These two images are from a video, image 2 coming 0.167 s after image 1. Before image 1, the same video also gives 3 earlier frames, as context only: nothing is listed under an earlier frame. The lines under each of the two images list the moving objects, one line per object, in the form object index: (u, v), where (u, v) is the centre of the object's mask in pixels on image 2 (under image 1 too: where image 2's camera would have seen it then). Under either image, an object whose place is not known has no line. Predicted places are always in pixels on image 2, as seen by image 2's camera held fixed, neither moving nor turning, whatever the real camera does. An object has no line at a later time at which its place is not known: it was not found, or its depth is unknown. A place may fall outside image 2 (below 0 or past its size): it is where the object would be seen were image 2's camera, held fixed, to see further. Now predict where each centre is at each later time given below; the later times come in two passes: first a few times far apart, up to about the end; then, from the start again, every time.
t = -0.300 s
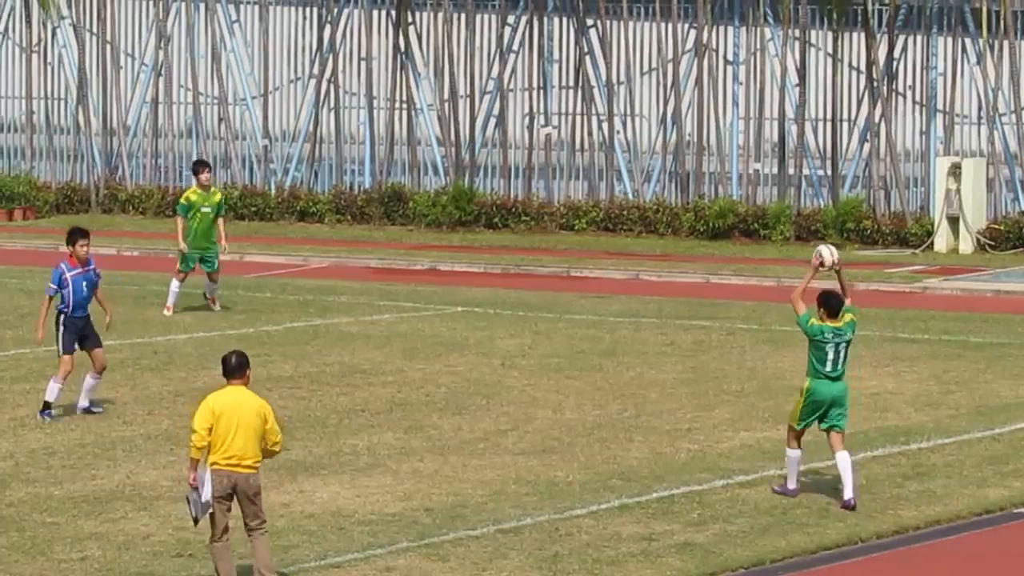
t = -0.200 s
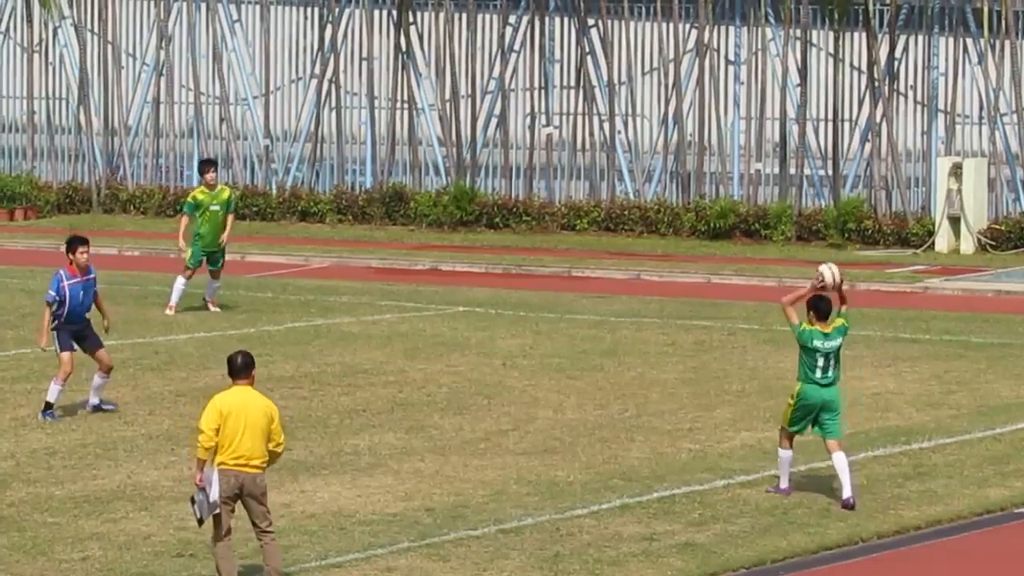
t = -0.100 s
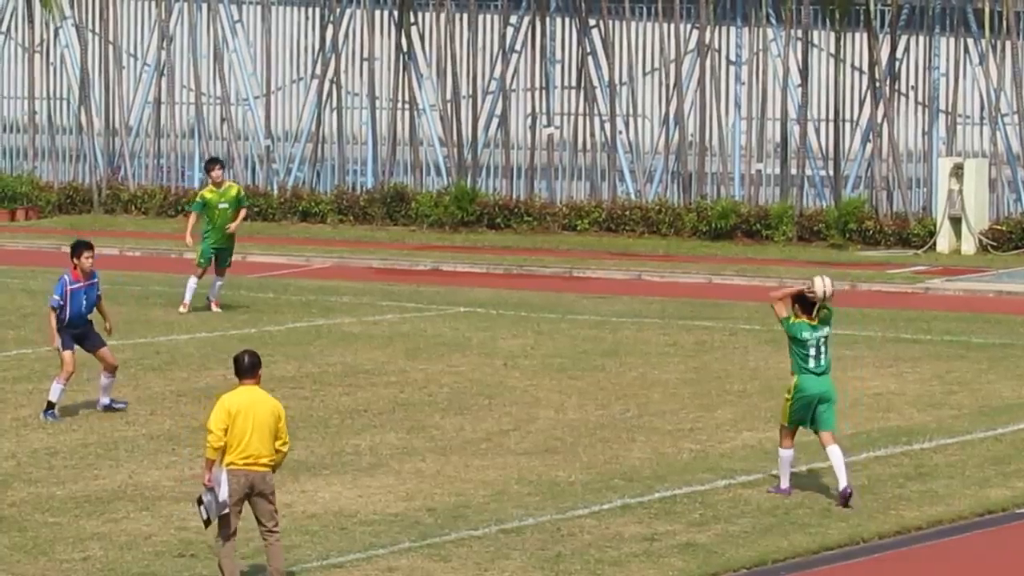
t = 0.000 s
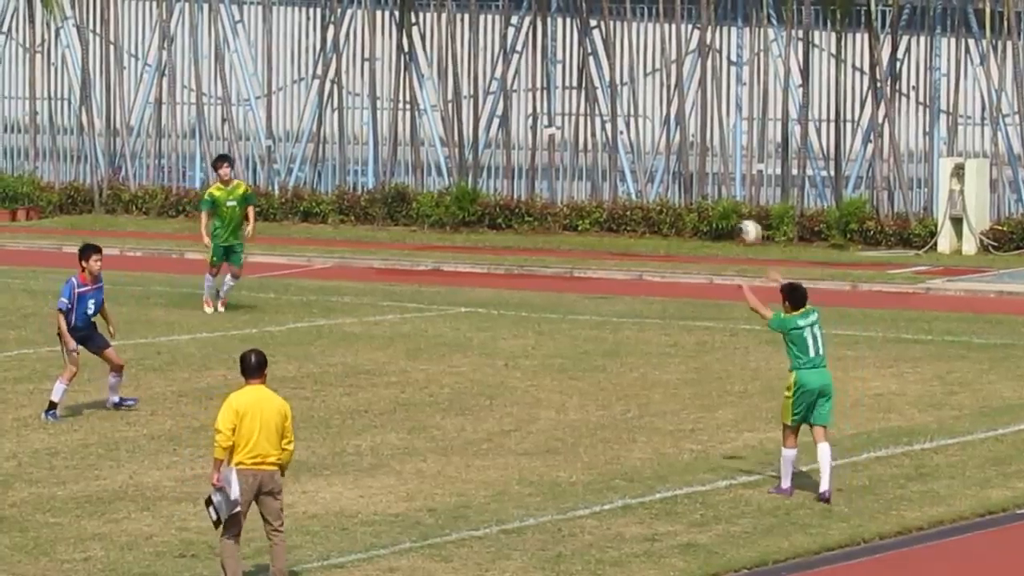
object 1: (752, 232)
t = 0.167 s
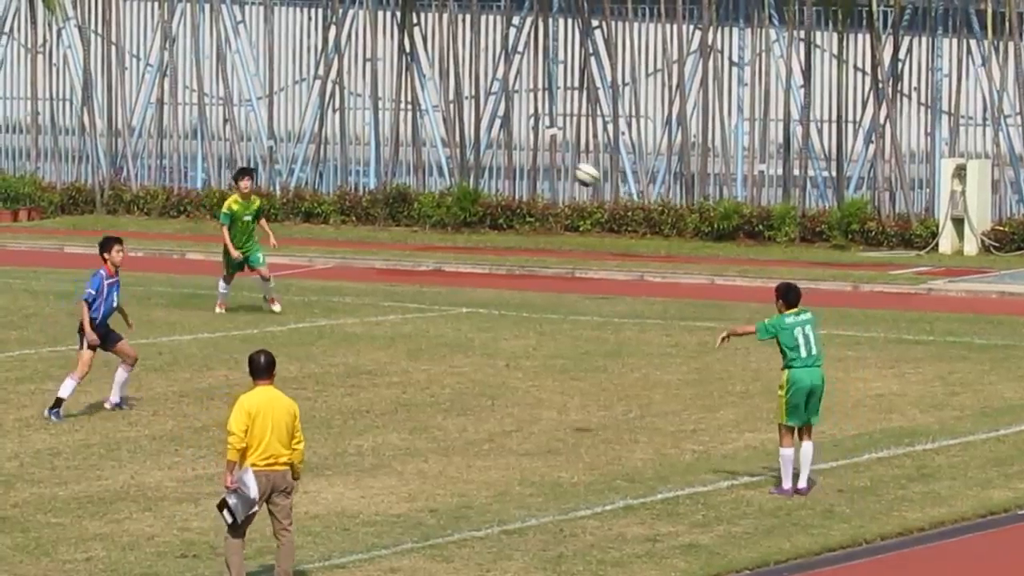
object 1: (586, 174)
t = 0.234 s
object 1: (526, 162)
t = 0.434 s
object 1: (354, 157)
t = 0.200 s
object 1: (556, 167)
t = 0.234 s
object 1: (526, 162)
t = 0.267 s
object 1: (497, 157)
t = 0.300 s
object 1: (467, 154)
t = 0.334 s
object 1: (440, 154)
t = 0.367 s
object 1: (410, 155)
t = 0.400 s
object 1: (382, 154)
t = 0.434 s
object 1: (354, 157)
